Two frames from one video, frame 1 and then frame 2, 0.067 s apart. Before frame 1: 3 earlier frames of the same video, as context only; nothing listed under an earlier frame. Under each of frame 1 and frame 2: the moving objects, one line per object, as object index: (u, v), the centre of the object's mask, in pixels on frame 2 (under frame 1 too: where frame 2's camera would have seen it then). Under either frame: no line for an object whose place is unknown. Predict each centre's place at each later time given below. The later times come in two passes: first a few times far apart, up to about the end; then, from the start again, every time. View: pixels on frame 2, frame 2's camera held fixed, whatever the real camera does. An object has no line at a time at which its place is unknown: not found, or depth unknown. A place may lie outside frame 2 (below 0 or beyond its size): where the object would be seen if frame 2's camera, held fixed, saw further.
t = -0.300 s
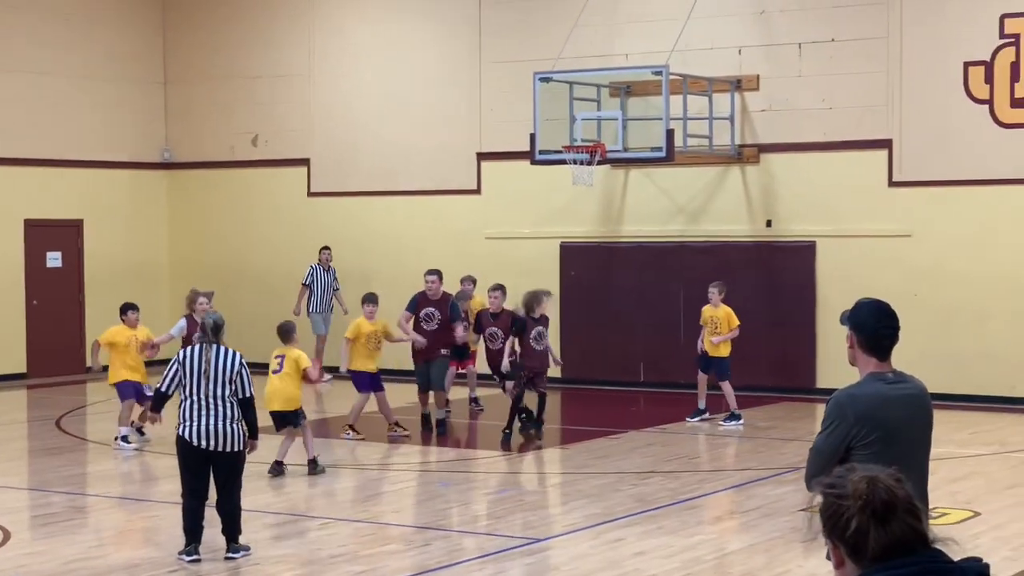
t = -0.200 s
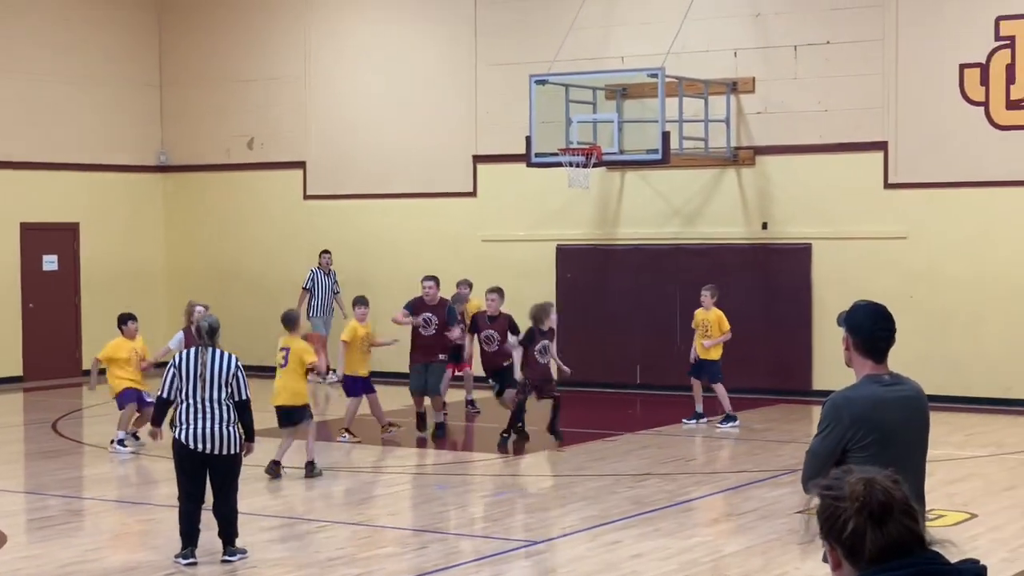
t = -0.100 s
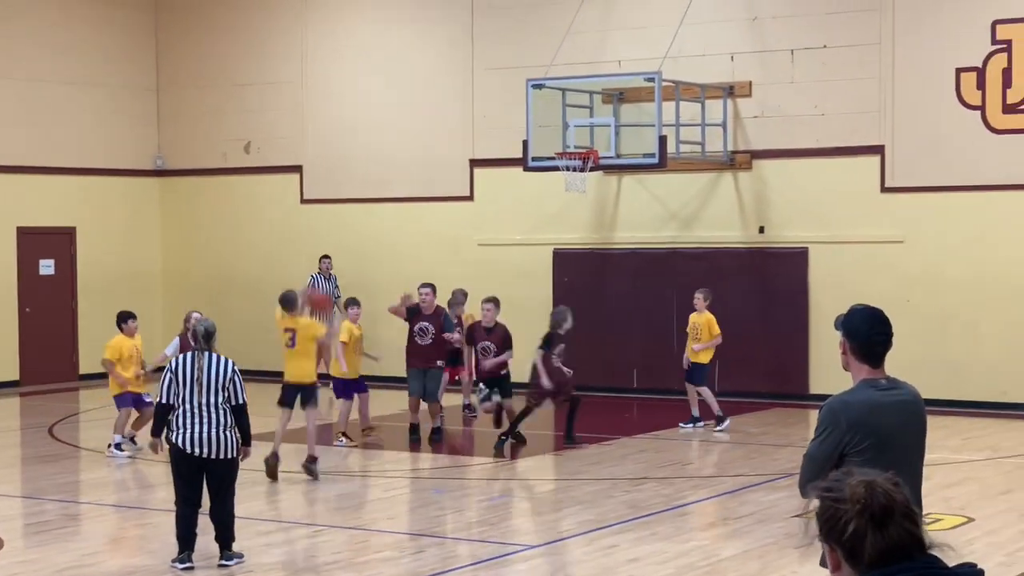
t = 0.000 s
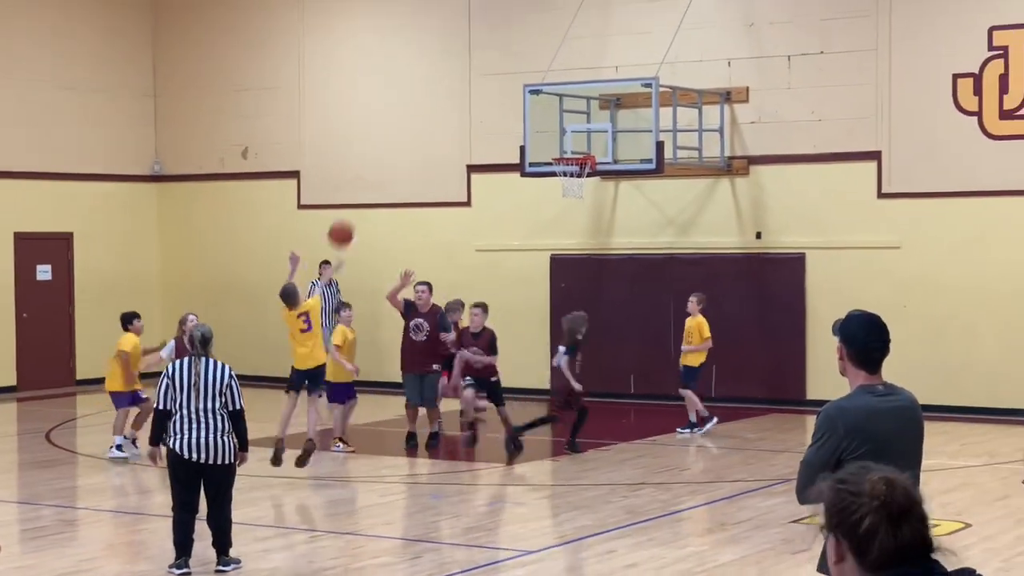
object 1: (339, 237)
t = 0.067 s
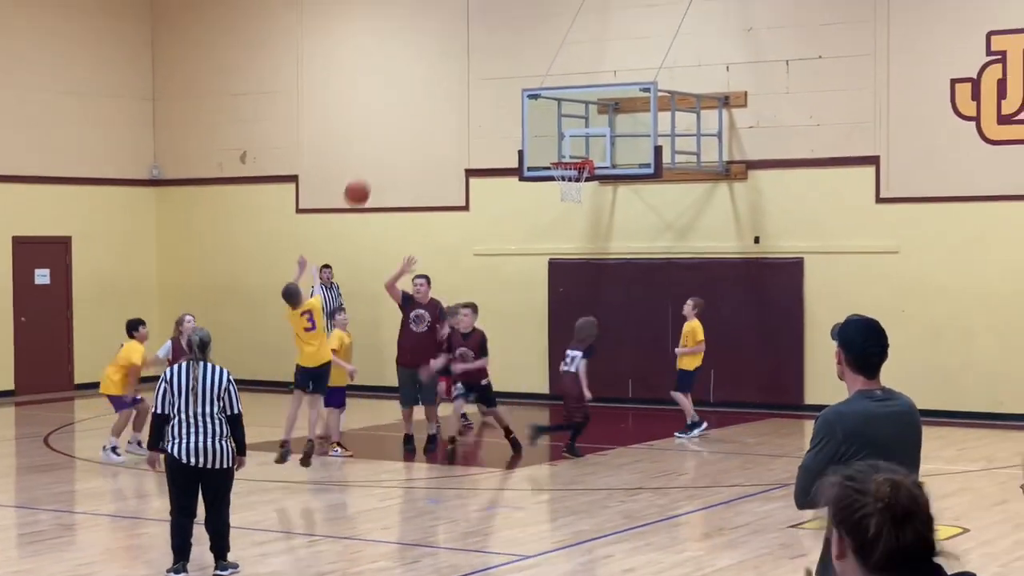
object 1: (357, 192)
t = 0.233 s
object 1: (400, 108)
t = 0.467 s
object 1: (452, 47)
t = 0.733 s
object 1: (505, 46)
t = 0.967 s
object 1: (547, 96)
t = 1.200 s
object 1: (573, 168)
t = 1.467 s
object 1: (539, 215)
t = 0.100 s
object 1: (365, 173)
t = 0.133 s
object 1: (374, 154)
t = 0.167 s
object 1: (383, 138)
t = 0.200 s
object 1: (391, 122)
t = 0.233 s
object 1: (400, 108)
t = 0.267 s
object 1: (407, 96)
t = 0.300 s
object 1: (415, 85)
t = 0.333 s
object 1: (423, 74)
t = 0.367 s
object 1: (430, 66)
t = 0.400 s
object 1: (438, 58)
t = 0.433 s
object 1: (445, 52)
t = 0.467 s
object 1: (452, 47)
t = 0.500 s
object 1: (459, 43)
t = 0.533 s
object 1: (466, 41)
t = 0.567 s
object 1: (473, 39)
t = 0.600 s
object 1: (479, 38)
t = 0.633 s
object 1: (486, 39)
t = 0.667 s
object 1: (493, 40)
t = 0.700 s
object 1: (499, 43)
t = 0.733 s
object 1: (505, 46)
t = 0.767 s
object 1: (511, 51)
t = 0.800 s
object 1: (517, 56)
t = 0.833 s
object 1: (523, 62)
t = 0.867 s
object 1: (529, 70)
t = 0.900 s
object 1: (535, 77)
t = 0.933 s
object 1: (541, 86)
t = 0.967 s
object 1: (547, 96)
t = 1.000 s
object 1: (551, 107)
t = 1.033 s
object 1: (557, 117)
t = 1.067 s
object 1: (562, 130)
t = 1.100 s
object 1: (568, 142)
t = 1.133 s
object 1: (574, 155)
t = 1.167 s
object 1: (577, 159)
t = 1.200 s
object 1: (573, 168)
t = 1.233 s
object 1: (570, 173)
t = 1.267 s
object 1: (565, 183)
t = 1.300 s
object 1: (560, 187)
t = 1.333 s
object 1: (556, 191)
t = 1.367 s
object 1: (552, 195)
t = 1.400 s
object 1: (547, 201)
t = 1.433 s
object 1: (544, 208)
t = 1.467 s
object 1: (539, 215)
